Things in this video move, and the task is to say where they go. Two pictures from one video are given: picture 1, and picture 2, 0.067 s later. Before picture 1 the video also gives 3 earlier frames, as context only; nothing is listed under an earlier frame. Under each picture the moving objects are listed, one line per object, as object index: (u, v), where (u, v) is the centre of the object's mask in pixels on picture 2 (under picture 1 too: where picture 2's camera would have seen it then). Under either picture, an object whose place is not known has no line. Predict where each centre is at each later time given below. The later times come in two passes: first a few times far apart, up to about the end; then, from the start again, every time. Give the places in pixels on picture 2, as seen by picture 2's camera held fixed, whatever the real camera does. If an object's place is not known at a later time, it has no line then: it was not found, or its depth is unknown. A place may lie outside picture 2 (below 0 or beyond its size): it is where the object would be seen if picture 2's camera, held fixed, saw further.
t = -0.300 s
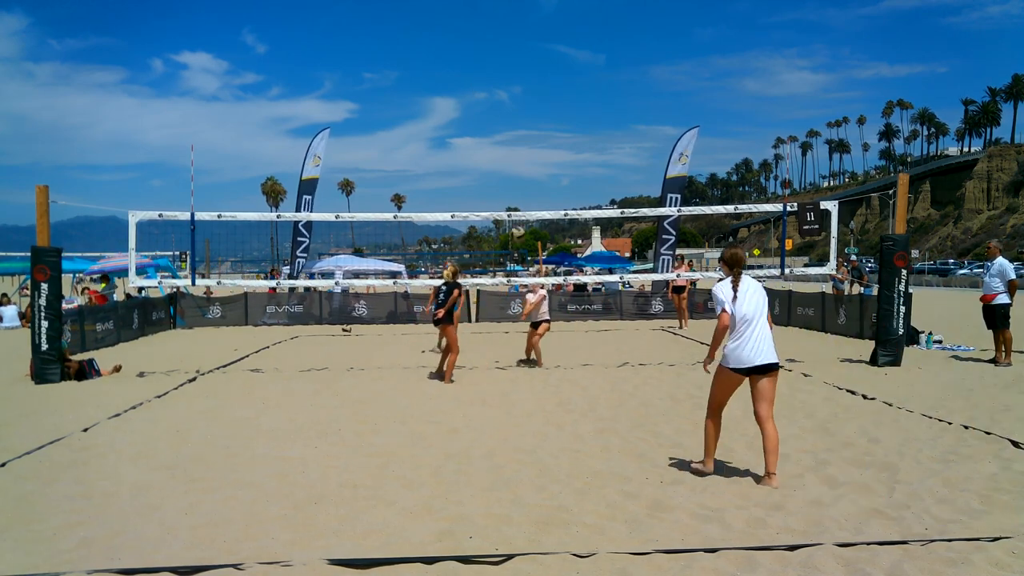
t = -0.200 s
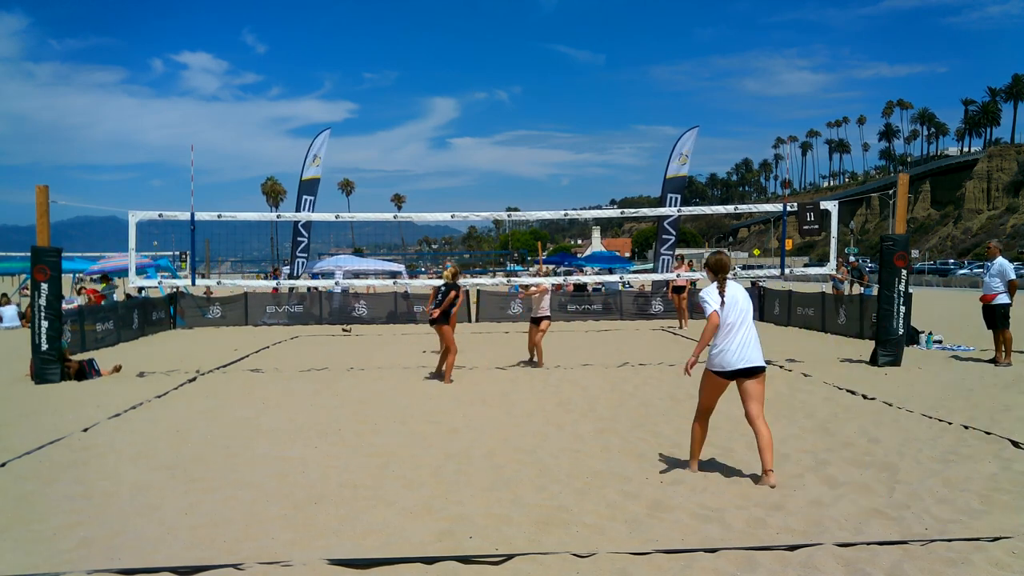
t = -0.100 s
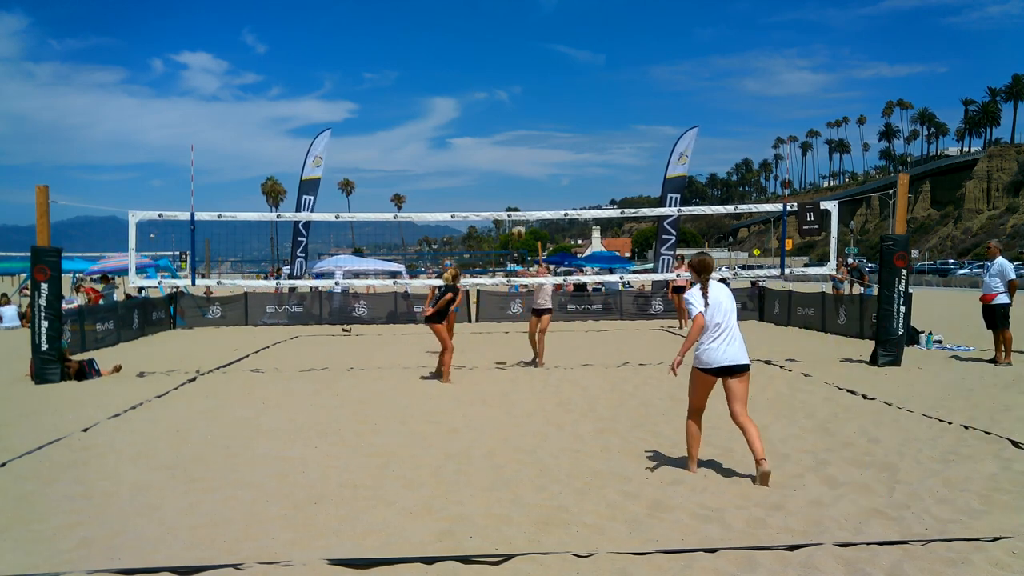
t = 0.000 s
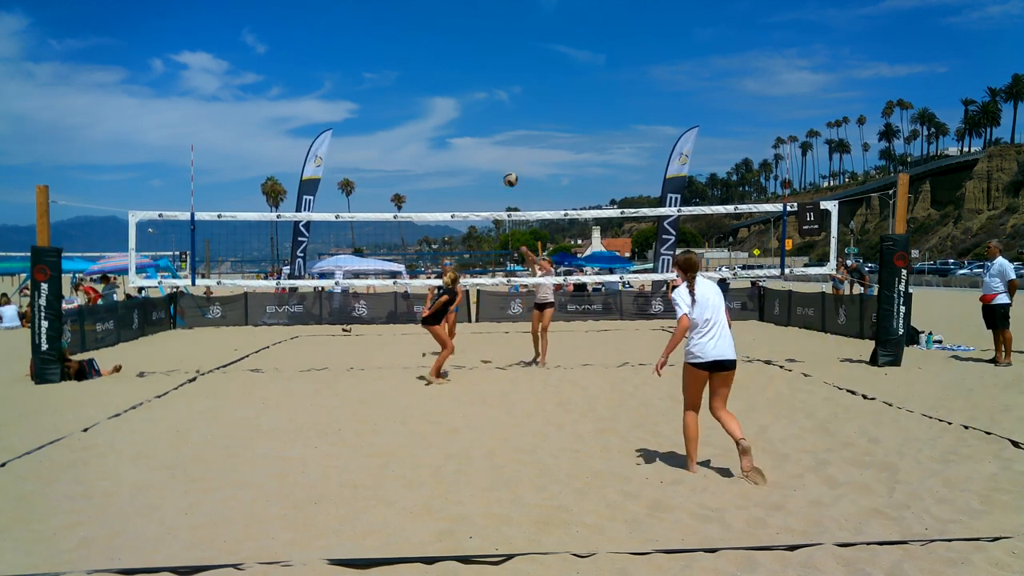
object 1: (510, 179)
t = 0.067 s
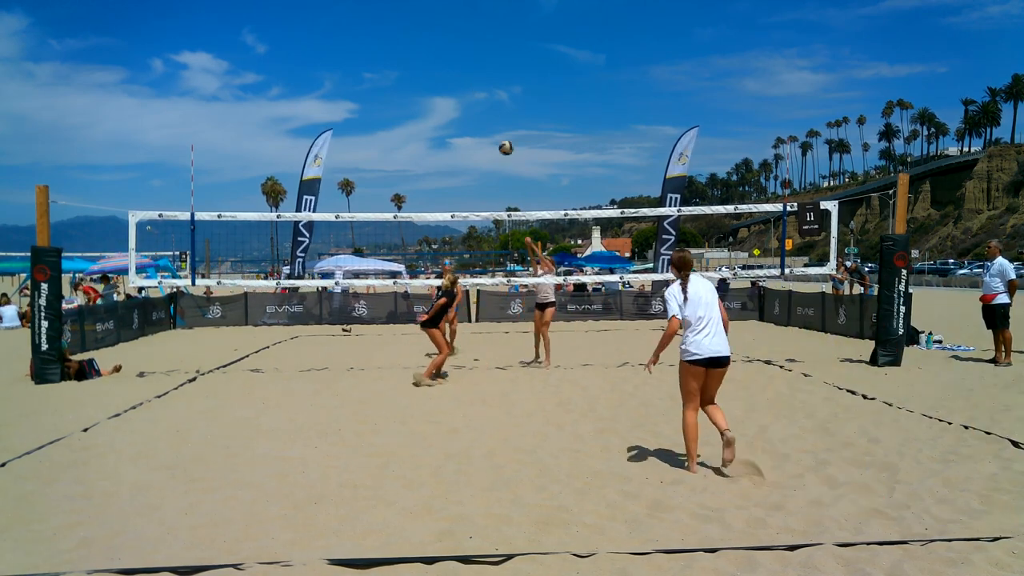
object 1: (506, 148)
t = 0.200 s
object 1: (498, 93)
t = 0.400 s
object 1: (487, 33)
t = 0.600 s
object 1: (479, 4)
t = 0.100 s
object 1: (504, 133)
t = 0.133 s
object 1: (502, 119)
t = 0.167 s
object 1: (500, 105)
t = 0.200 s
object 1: (498, 93)
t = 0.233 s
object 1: (496, 81)
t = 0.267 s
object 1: (495, 70)
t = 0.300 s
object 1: (493, 59)
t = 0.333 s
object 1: (491, 50)
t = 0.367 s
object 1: (489, 41)
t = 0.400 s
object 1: (487, 33)
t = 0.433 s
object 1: (486, 26)
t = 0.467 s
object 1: (484, 20)
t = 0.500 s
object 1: (483, 14)
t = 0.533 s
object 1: (481, 9)
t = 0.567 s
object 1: (481, 6)
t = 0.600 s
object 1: (479, 4)
